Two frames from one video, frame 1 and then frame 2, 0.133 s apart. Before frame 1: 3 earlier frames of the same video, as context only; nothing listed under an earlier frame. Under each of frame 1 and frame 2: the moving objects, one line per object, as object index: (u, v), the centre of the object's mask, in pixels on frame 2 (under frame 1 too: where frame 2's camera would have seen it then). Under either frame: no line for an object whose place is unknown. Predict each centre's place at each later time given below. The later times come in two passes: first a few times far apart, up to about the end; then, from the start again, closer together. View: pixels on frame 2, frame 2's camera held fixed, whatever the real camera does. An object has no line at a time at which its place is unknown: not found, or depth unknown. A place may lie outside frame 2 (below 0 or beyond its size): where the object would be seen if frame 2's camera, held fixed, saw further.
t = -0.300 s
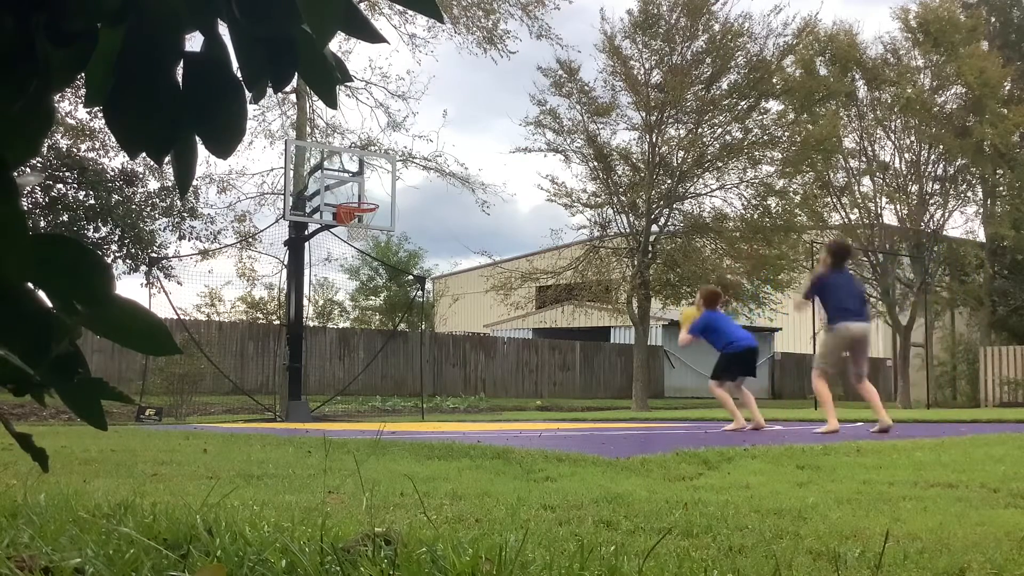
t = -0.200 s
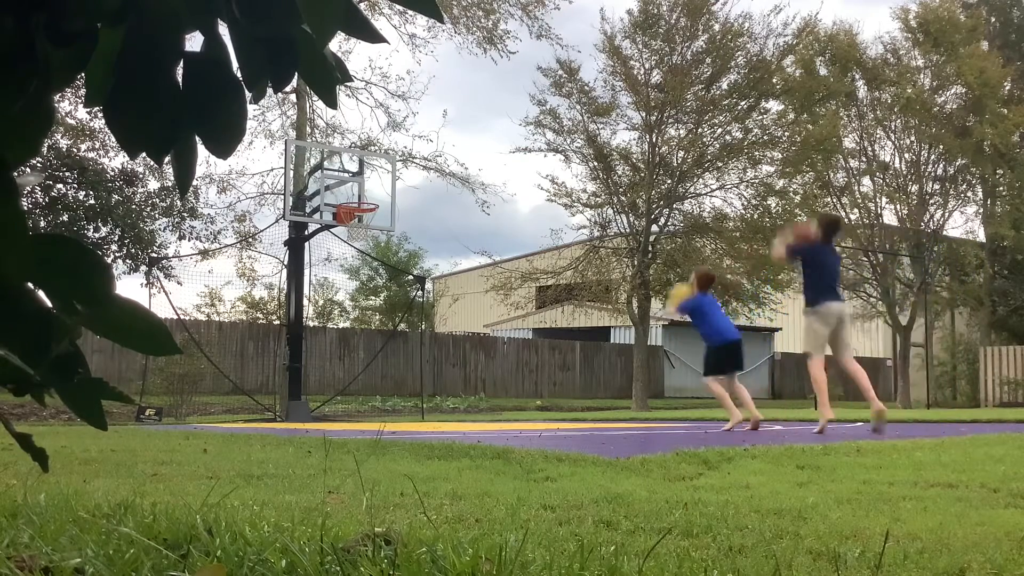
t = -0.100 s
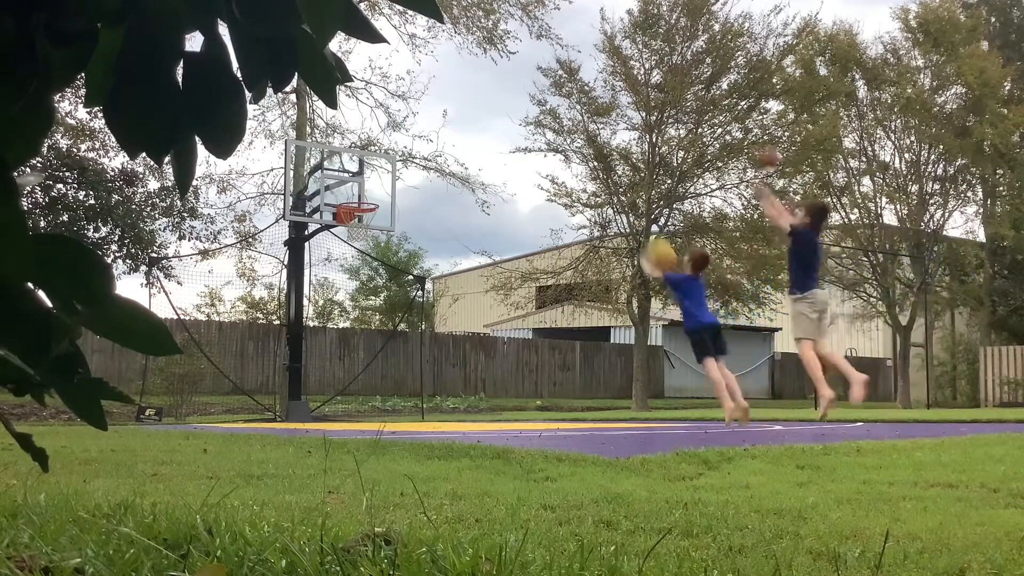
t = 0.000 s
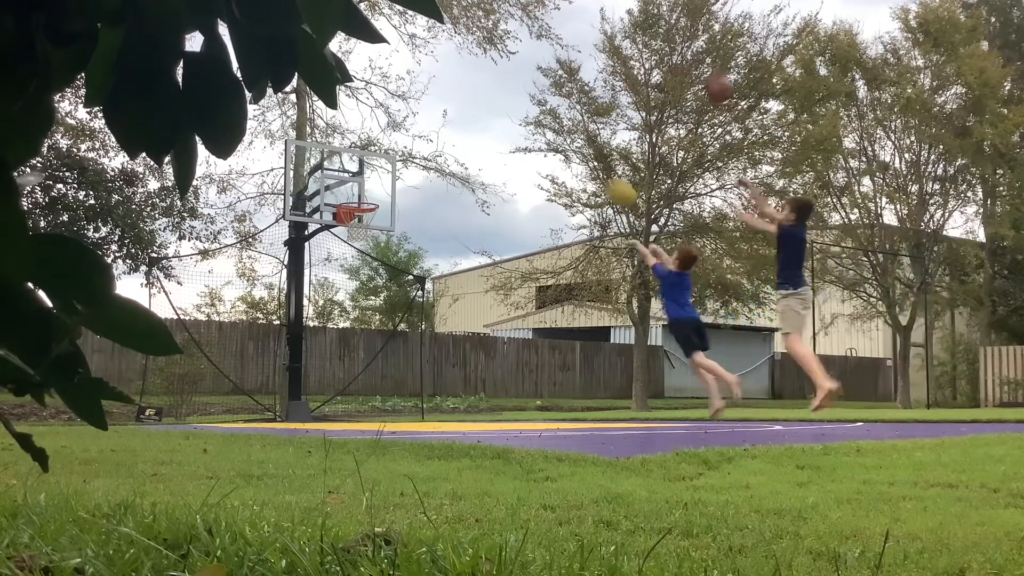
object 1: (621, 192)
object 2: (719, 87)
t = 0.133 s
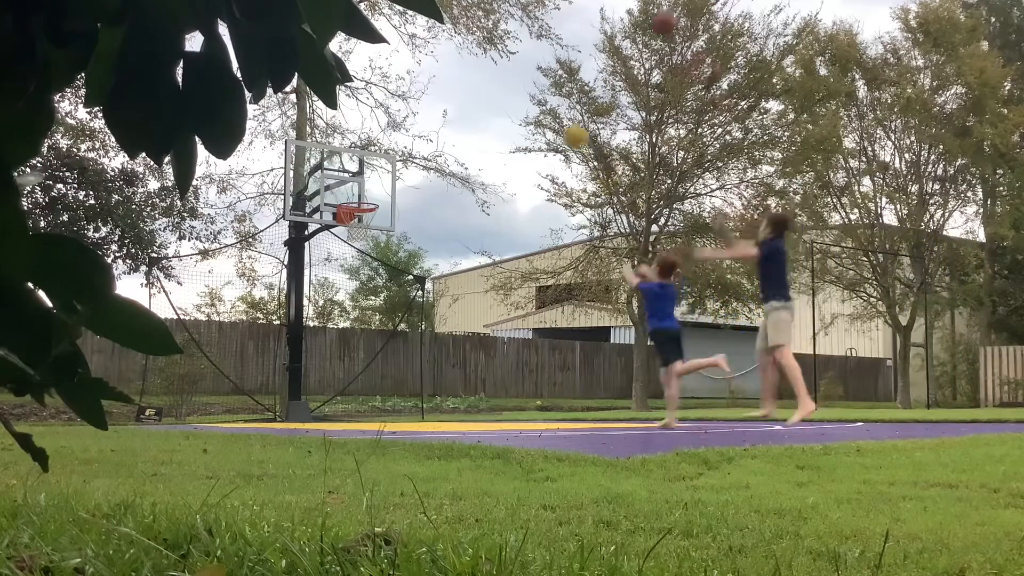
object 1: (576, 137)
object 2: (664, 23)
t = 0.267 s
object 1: (534, 103)
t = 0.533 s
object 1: (463, 93)
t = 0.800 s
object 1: (403, 144)
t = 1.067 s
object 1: (353, 205)
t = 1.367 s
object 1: (367, 228)
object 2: (366, 210)
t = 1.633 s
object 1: (338, 249)
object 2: (345, 219)
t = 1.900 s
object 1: (315, 325)
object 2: (362, 252)
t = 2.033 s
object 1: (303, 388)
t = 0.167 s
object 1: (565, 126)
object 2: (650, 11)
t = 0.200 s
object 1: (554, 117)
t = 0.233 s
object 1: (544, 109)
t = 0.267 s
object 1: (534, 103)
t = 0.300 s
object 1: (524, 98)
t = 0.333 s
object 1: (515, 94)
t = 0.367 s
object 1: (505, 91)
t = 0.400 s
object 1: (496, 90)
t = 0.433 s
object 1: (488, 89)
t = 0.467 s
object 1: (479, 89)
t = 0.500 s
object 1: (471, 90)
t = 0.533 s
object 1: (463, 93)
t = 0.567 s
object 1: (455, 96)
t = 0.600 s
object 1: (447, 100)
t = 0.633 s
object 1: (439, 105)
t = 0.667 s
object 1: (432, 111)
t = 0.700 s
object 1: (424, 117)
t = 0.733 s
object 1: (418, 125)
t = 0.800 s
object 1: (403, 144)
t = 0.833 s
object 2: (450, 7)
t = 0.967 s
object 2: (417, 48)
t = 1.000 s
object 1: (360, 205)
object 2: (410, 60)
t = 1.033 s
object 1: (354, 206)
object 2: (403, 73)
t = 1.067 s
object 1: (353, 205)
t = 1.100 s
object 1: (356, 206)
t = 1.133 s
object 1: (365, 210)
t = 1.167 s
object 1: (368, 214)
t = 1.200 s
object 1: (371, 218)
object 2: (367, 150)
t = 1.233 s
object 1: (374, 219)
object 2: (359, 168)
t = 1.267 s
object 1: (373, 220)
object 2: (356, 182)
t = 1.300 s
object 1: (371, 223)
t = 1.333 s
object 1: (370, 223)
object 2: (365, 205)
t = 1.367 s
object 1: (367, 228)
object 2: (366, 210)
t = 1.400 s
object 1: (361, 228)
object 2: (366, 211)
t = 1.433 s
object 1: (356, 230)
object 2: (362, 213)
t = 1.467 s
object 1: (351, 232)
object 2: (356, 214)
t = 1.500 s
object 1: (349, 234)
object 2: (352, 214)
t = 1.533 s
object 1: (347, 237)
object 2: (348, 215)
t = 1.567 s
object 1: (343, 240)
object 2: (348, 217)
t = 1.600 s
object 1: (341, 242)
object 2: (346, 217)
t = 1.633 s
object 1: (338, 249)
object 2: (345, 219)
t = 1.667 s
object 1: (335, 254)
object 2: (345, 220)
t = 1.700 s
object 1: (332, 261)
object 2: (345, 225)
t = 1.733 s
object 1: (330, 270)
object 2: (347, 227)
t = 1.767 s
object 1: (327, 279)
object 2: (349, 231)
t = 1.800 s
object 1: (324, 288)
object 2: (352, 234)
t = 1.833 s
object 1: (321, 299)
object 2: (356, 238)
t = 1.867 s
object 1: (319, 311)
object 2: (358, 242)
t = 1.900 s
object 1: (315, 325)
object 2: (362, 252)
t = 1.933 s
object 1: (312, 339)
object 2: (366, 258)
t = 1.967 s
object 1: (309, 354)
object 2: (369, 265)
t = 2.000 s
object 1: (306, 371)
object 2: (372, 273)
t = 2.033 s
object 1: (303, 388)
